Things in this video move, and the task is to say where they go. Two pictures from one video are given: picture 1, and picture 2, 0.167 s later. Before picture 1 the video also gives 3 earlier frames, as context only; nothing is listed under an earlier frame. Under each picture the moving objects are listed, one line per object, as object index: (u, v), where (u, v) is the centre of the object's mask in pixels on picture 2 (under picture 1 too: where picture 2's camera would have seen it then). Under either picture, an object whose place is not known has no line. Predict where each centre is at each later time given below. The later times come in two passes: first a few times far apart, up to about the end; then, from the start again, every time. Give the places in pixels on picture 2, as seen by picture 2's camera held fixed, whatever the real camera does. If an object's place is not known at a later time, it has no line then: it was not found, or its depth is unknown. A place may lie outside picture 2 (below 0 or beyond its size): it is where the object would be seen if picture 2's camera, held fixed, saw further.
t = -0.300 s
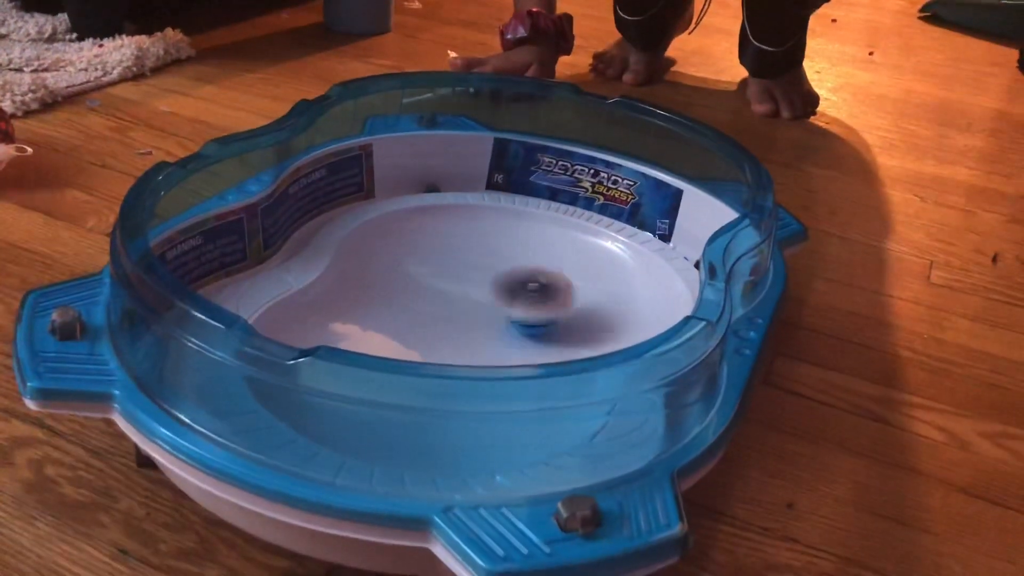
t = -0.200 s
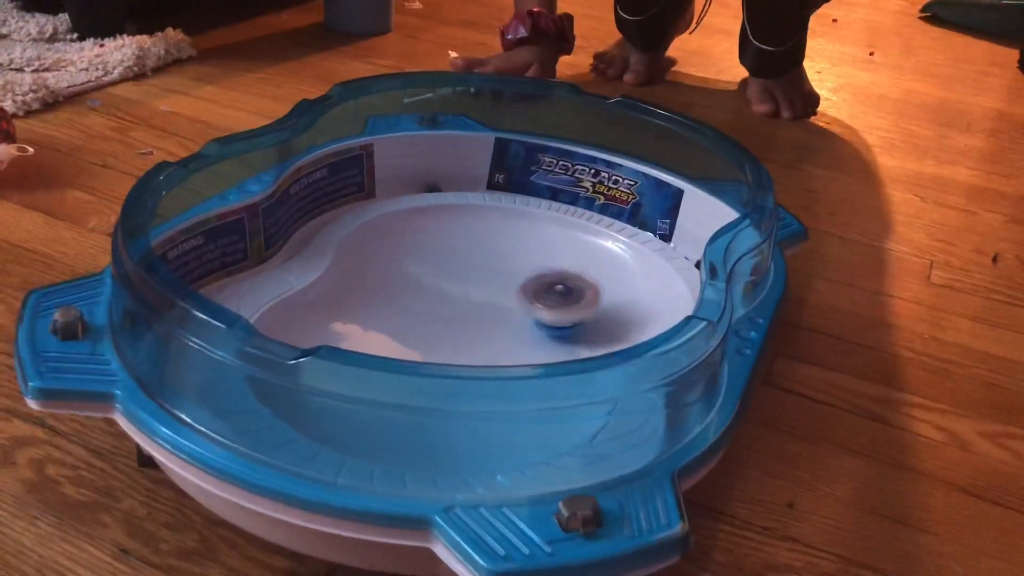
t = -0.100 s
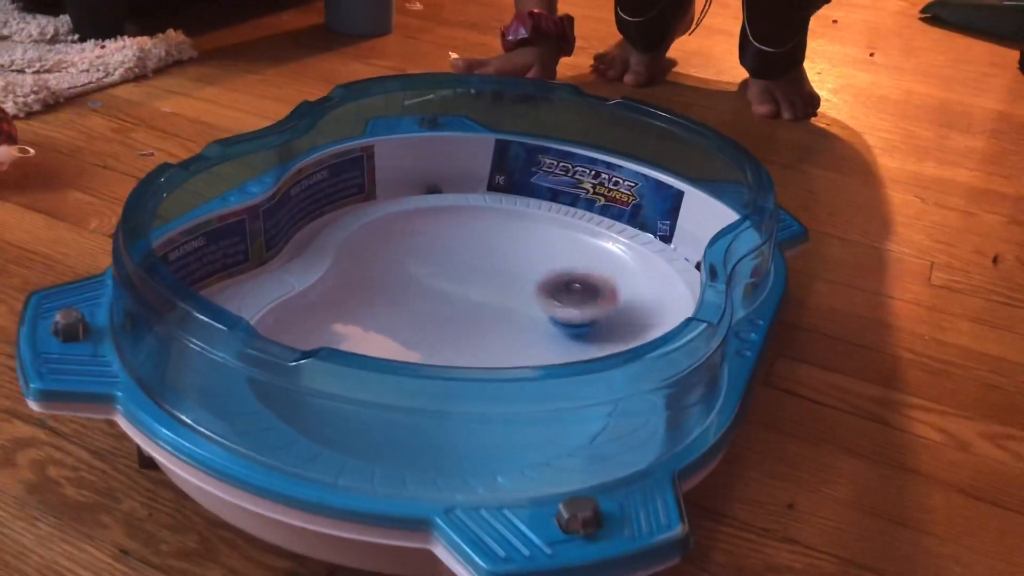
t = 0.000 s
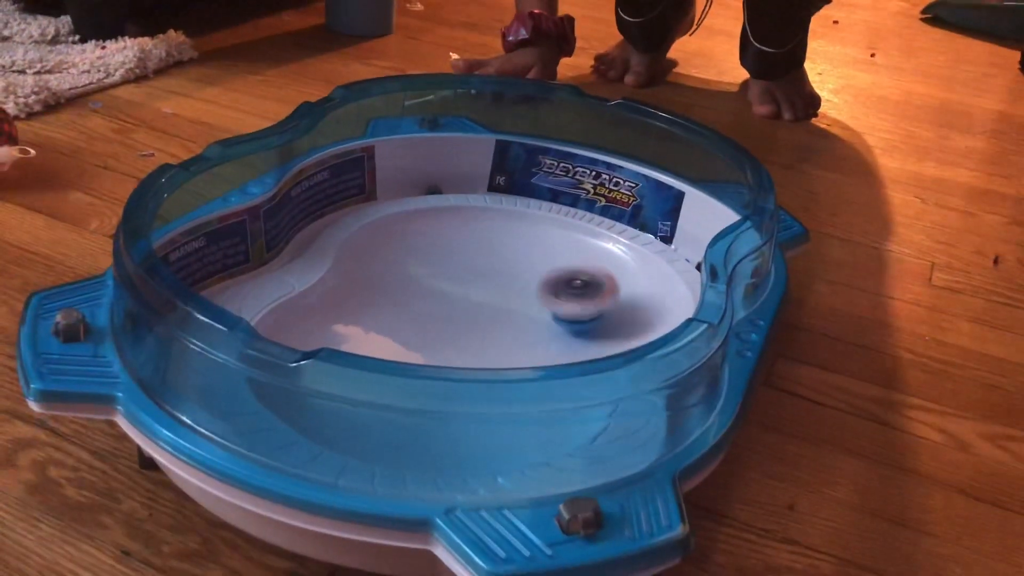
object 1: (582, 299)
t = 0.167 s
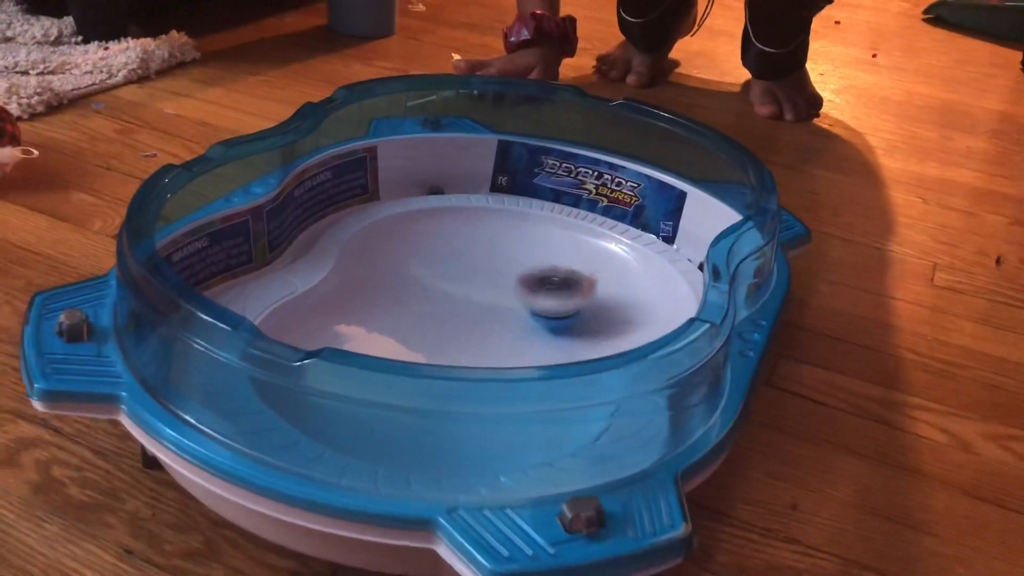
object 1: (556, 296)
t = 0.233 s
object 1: (543, 297)
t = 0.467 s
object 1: (497, 298)
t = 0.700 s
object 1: (483, 295)
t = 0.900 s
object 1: (506, 295)
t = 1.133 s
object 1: (545, 287)
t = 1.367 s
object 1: (556, 285)
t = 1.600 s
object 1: (539, 301)
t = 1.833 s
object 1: (517, 311)
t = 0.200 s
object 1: (549, 297)
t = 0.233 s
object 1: (543, 297)
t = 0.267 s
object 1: (535, 297)
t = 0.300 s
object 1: (529, 298)
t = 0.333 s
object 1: (520, 298)
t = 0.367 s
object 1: (514, 298)
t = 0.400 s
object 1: (507, 298)
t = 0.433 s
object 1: (502, 298)
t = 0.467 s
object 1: (497, 298)
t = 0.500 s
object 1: (493, 299)
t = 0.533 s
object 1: (490, 298)
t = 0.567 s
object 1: (487, 298)
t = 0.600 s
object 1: (485, 297)
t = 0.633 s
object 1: (483, 296)
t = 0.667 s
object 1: (483, 297)
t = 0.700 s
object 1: (483, 295)
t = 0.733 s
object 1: (485, 297)
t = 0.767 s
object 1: (487, 296)
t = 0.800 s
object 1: (491, 296)
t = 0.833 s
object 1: (495, 296)
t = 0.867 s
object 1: (500, 296)
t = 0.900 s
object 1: (506, 295)
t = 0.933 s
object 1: (512, 294)
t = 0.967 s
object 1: (518, 294)
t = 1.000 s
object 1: (524, 292)
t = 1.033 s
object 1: (530, 292)
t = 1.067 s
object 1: (535, 289)
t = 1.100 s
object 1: (540, 289)
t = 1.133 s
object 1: (545, 287)
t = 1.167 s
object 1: (550, 287)
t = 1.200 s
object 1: (552, 285)
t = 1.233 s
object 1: (555, 285)
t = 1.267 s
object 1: (556, 283)
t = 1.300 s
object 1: (557, 284)
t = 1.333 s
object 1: (556, 284)
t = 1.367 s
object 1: (556, 285)
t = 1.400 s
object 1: (554, 287)
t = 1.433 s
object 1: (552, 289)
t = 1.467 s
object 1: (550, 291)
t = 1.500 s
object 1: (546, 293)
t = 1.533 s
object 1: (545, 296)
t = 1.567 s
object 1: (540, 298)
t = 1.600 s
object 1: (539, 301)
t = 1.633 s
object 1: (535, 302)
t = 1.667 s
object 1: (534, 304)
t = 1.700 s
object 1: (529, 305)
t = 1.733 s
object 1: (527, 307)
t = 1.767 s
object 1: (523, 308)
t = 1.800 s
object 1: (521, 311)
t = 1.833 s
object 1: (517, 311)
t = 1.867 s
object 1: (515, 311)
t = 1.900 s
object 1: (511, 311)
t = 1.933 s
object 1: (509, 312)
